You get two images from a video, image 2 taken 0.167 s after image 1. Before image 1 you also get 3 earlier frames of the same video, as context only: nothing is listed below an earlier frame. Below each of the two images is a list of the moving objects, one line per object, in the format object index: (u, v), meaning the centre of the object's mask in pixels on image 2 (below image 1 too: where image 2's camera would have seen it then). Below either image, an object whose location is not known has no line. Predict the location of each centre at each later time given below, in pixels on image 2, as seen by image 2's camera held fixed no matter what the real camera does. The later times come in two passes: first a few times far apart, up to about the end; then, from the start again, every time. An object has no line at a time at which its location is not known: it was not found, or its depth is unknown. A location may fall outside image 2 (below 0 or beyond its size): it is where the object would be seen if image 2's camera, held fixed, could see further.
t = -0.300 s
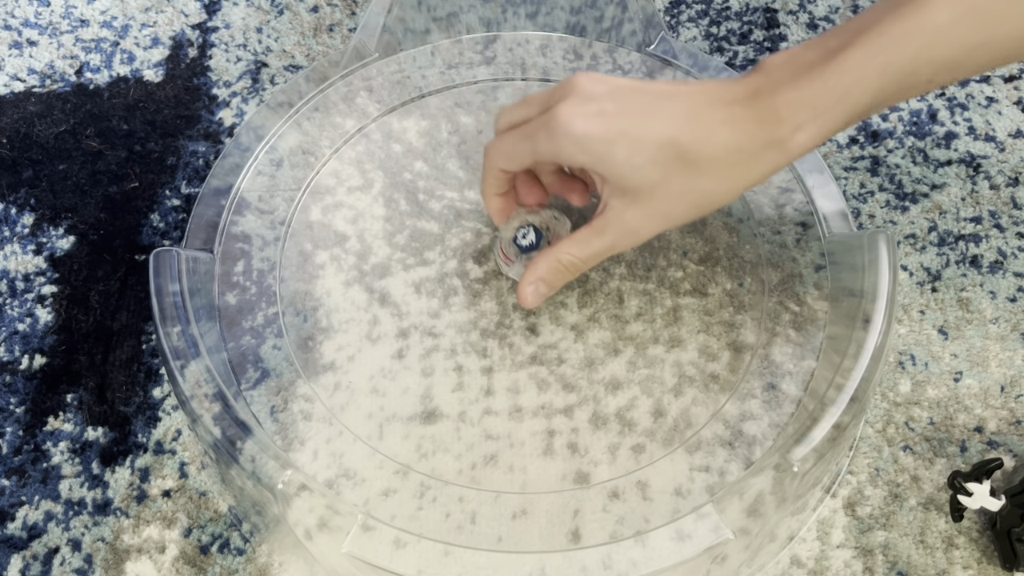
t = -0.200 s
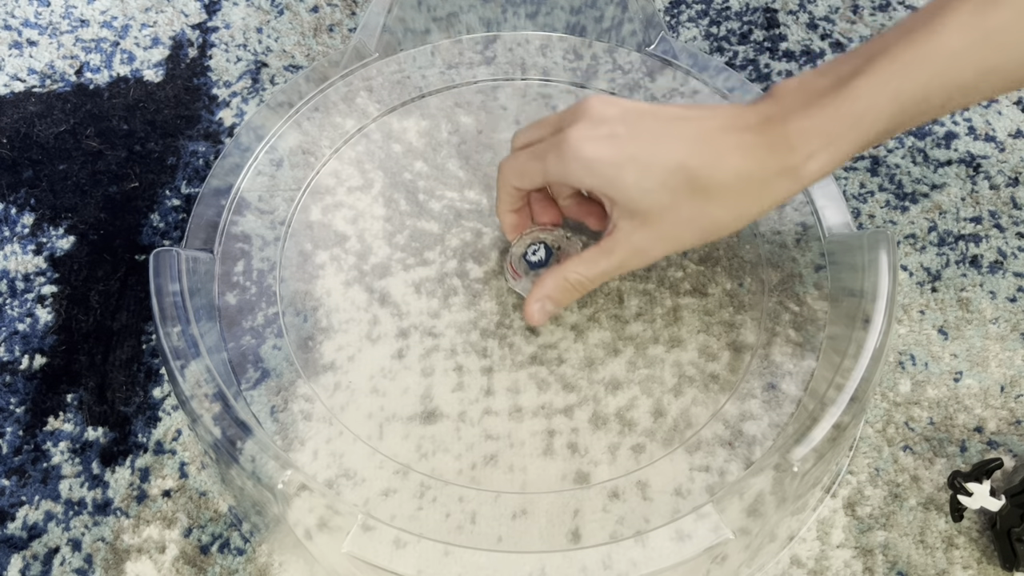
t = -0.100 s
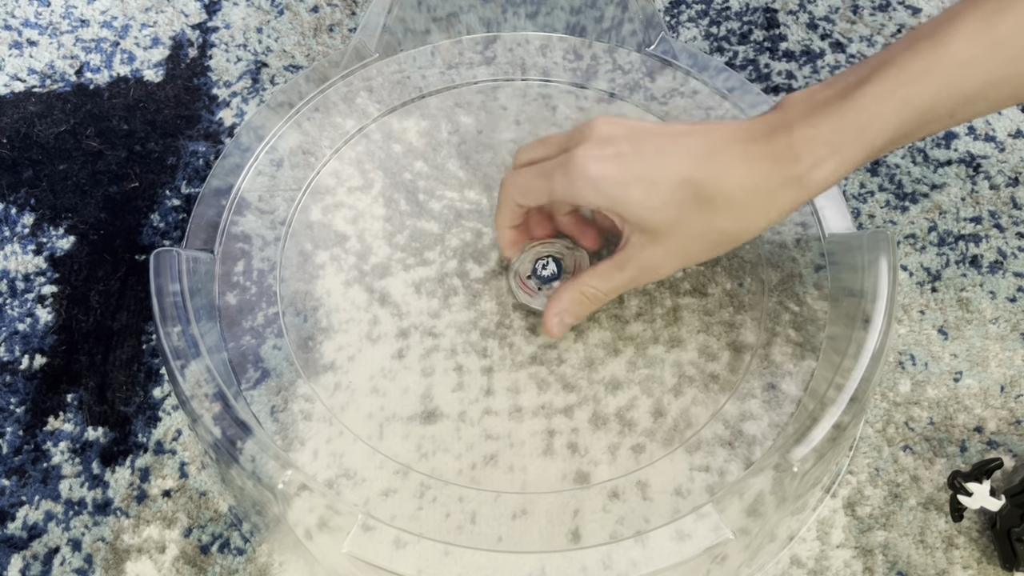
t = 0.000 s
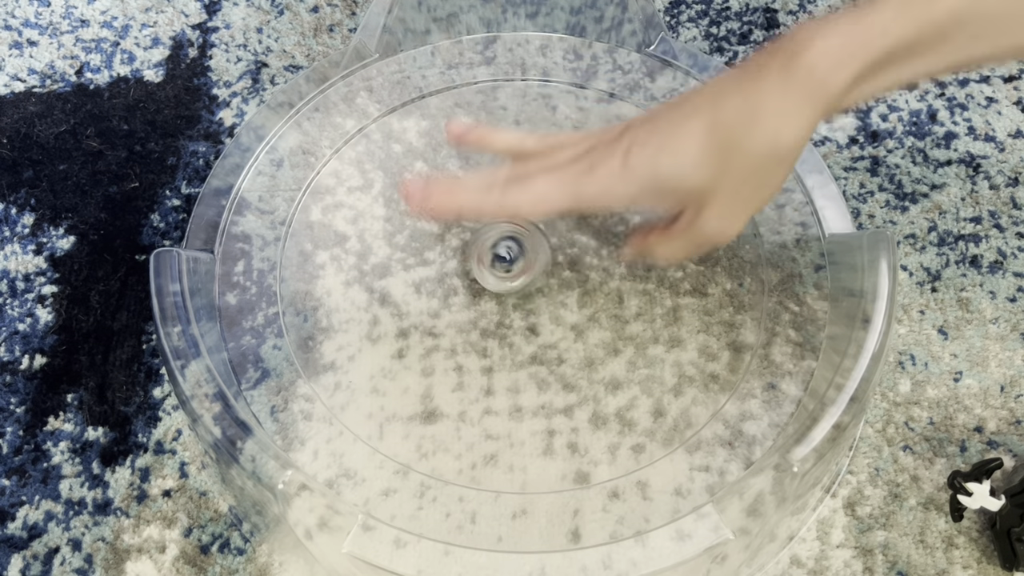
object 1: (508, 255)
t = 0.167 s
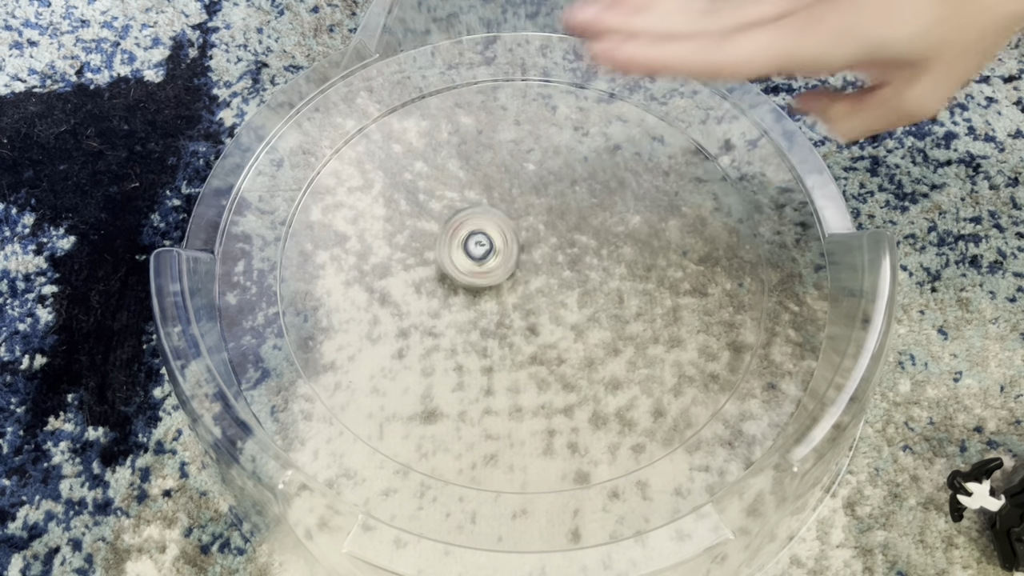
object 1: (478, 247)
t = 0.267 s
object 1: (475, 252)
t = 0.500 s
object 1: (489, 264)
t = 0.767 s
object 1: (524, 287)
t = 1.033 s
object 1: (529, 300)
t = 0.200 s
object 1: (476, 250)
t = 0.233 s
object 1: (475, 251)
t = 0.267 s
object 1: (475, 252)
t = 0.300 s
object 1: (475, 254)
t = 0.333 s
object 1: (475, 254)
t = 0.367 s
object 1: (477, 256)
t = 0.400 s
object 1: (478, 258)
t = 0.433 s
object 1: (480, 258)
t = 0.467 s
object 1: (485, 262)
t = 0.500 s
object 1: (489, 264)
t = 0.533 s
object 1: (494, 266)
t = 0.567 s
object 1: (498, 269)
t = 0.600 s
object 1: (501, 270)
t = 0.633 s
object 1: (508, 273)
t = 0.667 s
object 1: (512, 276)
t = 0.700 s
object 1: (517, 279)
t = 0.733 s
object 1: (521, 283)
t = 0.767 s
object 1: (524, 287)
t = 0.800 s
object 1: (525, 291)
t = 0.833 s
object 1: (526, 293)
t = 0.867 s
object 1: (527, 297)
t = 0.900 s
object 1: (528, 299)
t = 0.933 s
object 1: (527, 300)
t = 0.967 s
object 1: (529, 302)
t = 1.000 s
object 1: (530, 302)
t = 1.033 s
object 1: (529, 300)
